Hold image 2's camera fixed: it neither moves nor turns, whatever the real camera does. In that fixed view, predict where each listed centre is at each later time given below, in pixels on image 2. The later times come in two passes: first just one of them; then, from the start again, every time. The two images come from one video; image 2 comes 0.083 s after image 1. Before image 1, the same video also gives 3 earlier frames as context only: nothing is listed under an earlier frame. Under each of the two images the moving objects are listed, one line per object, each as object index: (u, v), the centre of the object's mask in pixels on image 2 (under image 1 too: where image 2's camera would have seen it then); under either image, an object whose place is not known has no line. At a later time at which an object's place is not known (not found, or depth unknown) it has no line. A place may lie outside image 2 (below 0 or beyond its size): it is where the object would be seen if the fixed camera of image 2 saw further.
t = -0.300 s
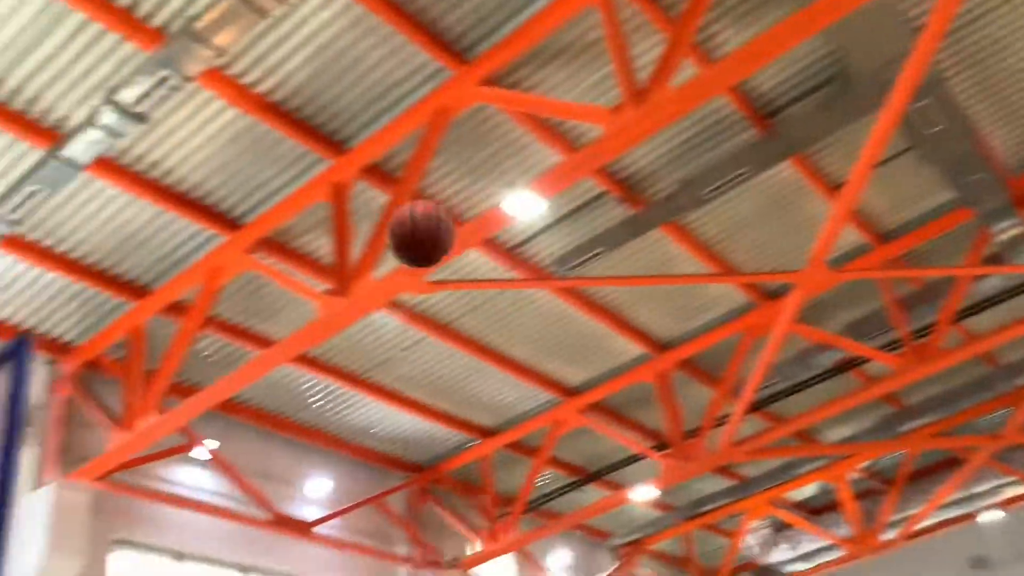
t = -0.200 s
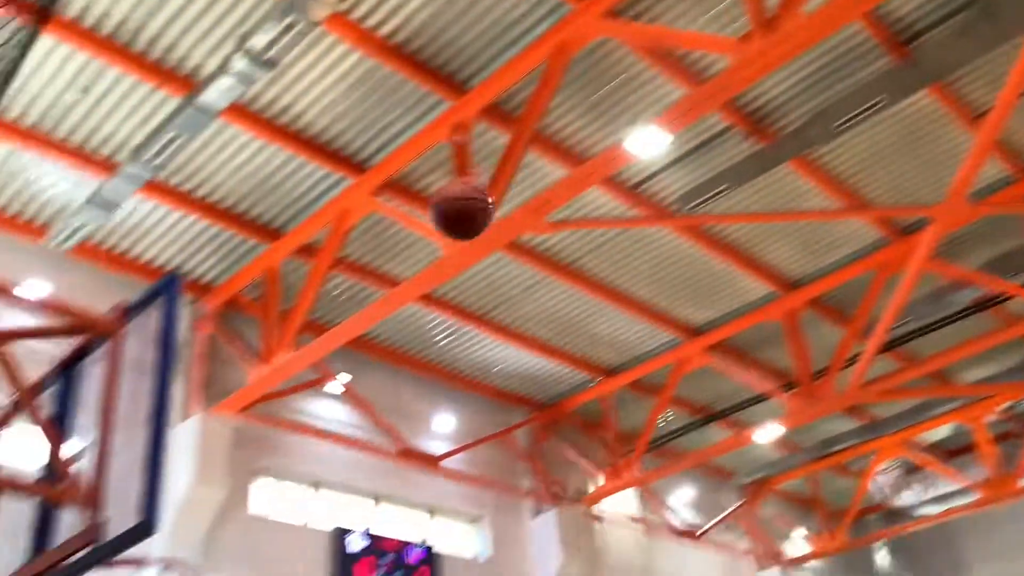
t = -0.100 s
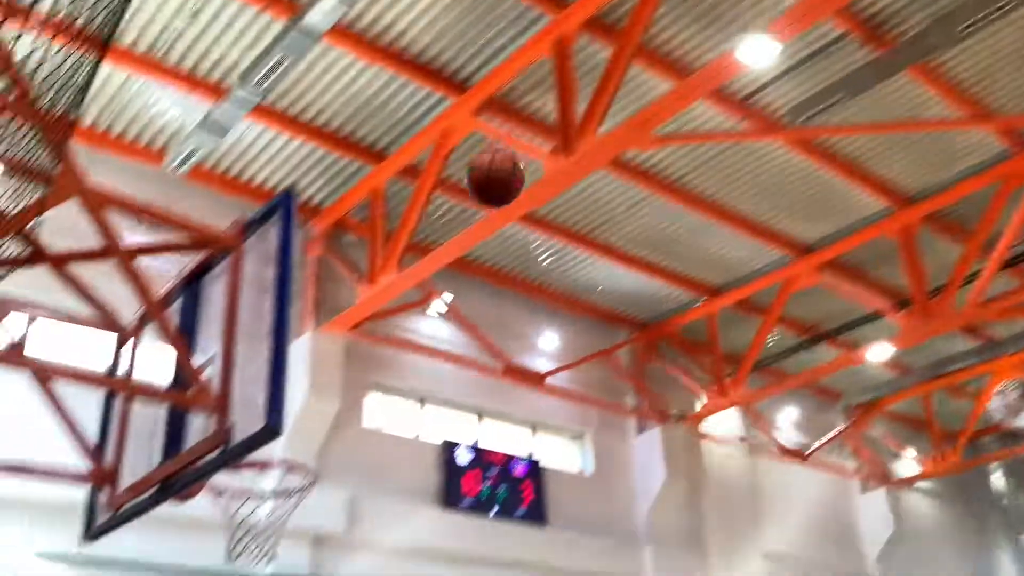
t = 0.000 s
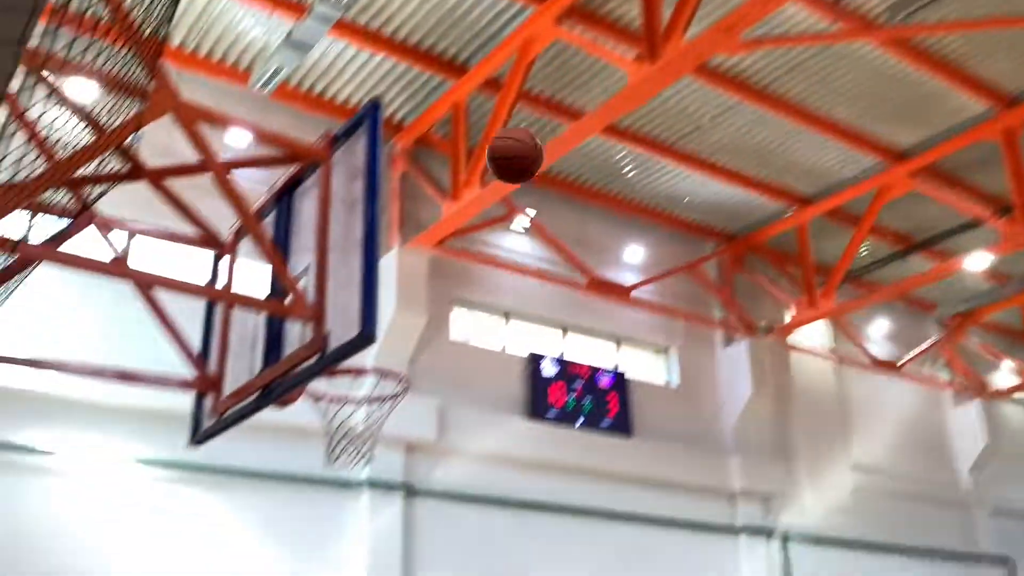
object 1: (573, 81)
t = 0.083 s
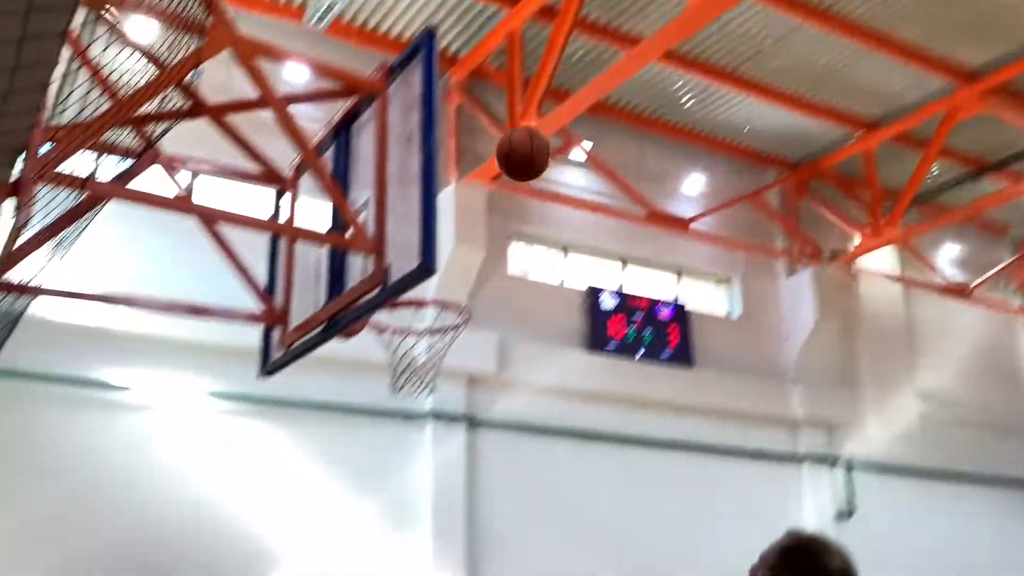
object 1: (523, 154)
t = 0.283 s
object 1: (426, 311)
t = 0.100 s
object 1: (514, 168)
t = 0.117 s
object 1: (505, 183)
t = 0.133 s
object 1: (496, 200)
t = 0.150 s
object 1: (487, 216)
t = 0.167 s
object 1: (479, 231)
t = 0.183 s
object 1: (471, 248)
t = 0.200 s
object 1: (463, 265)
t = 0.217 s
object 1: (455, 282)
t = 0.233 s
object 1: (447, 295)
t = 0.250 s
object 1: (440, 299)
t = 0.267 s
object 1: (434, 305)
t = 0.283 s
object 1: (426, 311)
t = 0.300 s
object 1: (419, 318)
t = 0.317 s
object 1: (413, 323)
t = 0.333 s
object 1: (408, 320)
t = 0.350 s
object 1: (404, 319)
